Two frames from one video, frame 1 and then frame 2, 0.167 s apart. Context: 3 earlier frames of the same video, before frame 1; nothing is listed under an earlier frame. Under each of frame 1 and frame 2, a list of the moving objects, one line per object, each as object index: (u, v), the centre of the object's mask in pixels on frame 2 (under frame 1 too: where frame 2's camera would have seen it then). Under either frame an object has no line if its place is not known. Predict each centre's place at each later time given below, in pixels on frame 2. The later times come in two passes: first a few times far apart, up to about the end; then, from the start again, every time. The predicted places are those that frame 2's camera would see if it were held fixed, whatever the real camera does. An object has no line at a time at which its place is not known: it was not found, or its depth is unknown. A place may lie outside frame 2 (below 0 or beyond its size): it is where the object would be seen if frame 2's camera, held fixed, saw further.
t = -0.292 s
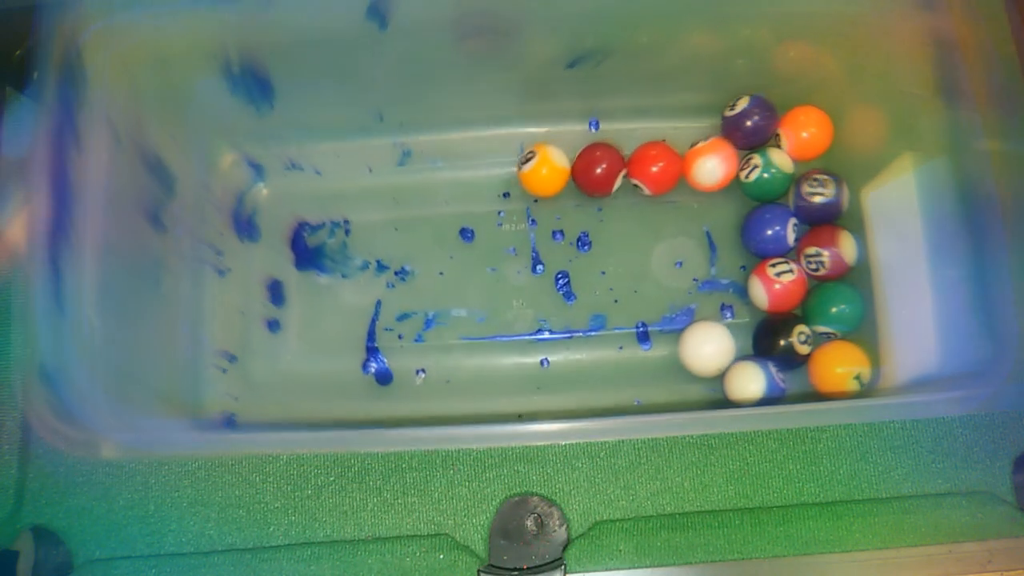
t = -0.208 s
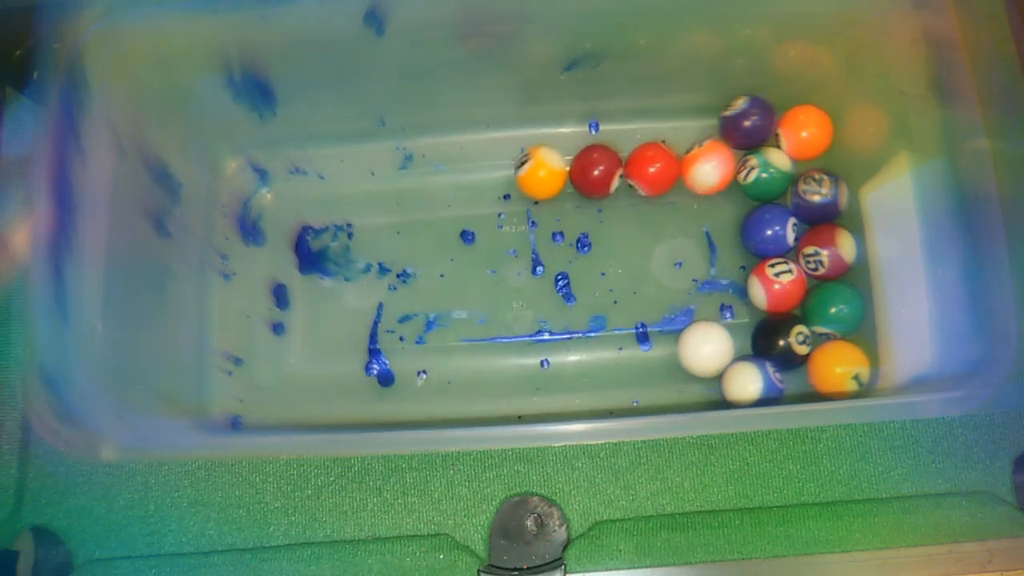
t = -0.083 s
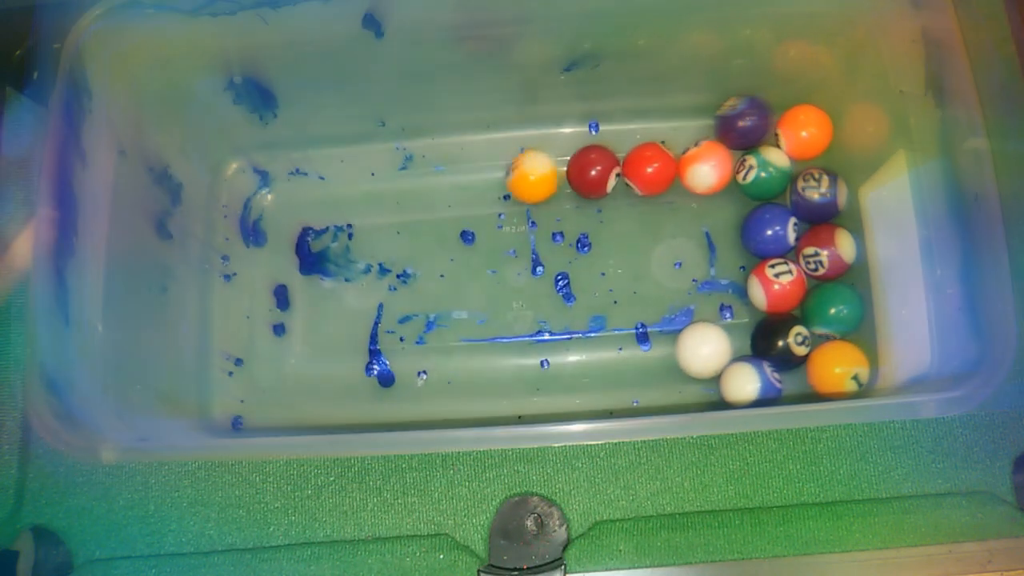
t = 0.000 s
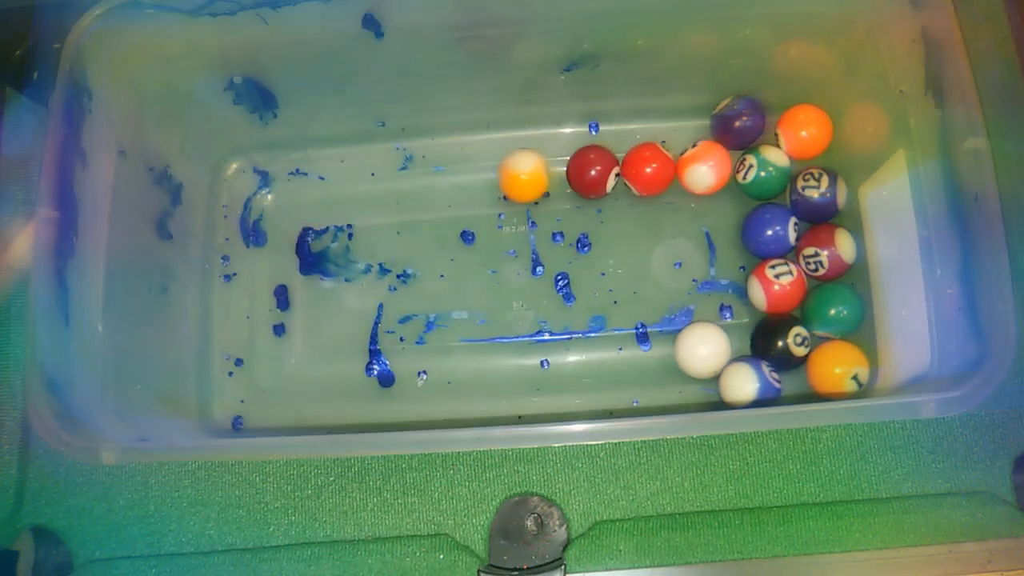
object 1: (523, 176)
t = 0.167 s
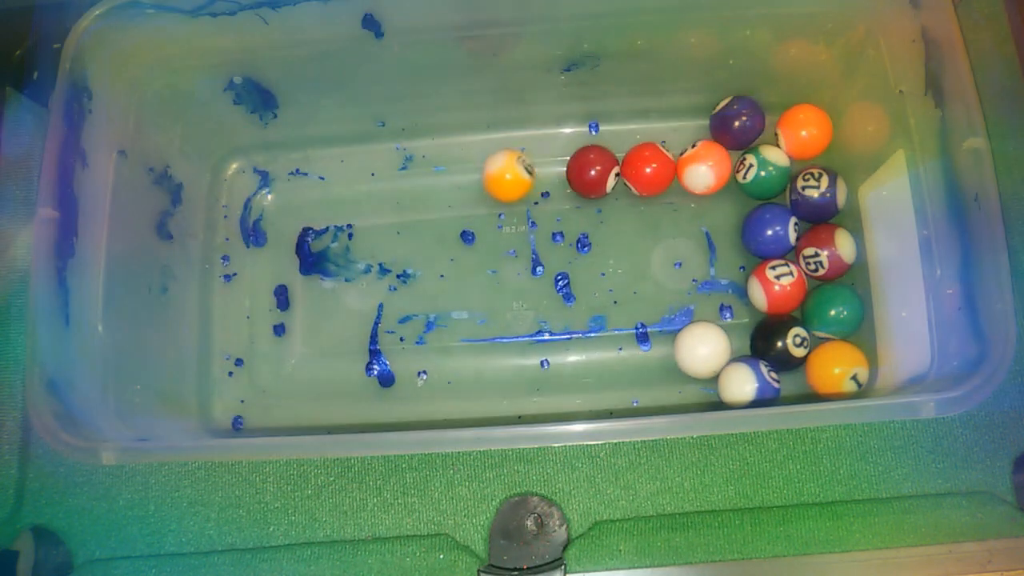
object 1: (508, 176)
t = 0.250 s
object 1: (504, 176)
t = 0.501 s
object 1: (488, 178)
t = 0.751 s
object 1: (469, 180)
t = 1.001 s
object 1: (447, 183)
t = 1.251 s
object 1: (417, 185)
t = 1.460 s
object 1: (388, 188)
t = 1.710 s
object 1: (345, 194)
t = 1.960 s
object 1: (300, 200)
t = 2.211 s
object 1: (271, 216)
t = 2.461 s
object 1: (265, 255)
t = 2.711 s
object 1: (263, 289)
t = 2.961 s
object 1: (263, 314)
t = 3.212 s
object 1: (265, 298)
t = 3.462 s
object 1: (265, 300)
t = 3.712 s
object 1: (265, 298)
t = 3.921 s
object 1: (264, 298)
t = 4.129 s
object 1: (263, 299)
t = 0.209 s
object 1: (506, 176)
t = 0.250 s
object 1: (504, 176)
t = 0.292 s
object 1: (502, 177)
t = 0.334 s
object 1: (501, 176)
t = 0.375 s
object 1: (498, 178)
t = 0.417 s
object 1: (494, 179)
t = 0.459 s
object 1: (491, 179)
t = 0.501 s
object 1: (488, 178)
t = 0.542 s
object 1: (485, 179)
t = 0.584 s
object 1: (481, 180)
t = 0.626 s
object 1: (478, 181)
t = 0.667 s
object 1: (475, 180)
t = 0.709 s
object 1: (472, 179)
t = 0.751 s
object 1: (469, 180)
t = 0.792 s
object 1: (466, 181)
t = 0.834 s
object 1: (462, 182)
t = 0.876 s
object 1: (458, 181)
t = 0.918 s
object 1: (454, 181)
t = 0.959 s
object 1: (451, 182)
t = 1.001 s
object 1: (447, 183)
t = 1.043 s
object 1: (441, 183)
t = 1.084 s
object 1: (437, 183)
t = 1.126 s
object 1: (432, 184)
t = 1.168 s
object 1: (427, 184)
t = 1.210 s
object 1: (422, 185)
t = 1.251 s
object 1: (417, 185)
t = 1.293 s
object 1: (411, 186)
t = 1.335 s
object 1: (406, 187)
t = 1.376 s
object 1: (400, 187)
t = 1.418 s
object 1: (394, 188)
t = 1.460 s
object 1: (388, 188)
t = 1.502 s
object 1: (382, 188)
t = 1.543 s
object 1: (375, 190)
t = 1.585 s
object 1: (368, 192)
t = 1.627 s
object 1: (359, 192)
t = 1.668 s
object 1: (352, 193)
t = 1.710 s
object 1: (345, 194)
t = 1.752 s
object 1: (337, 196)
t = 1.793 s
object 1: (330, 195)
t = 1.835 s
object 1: (322, 196)
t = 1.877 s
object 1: (316, 197)
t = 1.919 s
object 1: (307, 200)
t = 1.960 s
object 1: (300, 200)
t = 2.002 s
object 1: (292, 199)
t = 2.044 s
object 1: (285, 199)
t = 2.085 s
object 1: (277, 203)
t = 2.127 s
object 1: (269, 208)
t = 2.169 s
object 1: (270, 213)
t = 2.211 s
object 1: (271, 216)
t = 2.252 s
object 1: (269, 220)
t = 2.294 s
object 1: (267, 224)
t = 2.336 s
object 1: (269, 232)
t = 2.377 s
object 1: (270, 242)
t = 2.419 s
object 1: (267, 248)
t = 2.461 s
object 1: (265, 255)
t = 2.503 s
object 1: (267, 261)
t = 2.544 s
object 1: (268, 266)
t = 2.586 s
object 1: (265, 273)
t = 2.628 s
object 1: (263, 280)
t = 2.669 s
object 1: (264, 285)
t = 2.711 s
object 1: (263, 289)
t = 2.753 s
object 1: (263, 292)
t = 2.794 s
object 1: (265, 297)
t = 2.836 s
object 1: (265, 302)
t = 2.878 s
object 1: (265, 309)
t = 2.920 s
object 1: (264, 313)
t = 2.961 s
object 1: (263, 314)
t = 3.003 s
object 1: (264, 313)
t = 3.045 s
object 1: (265, 310)
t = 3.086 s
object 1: (266, 305)
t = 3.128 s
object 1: (266, 302)
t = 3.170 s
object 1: (265, 300)
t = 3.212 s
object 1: (265, 298)
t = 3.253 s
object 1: (264, 297)
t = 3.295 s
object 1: (265, 297)
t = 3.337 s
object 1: (265, 298)
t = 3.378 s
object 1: (265, 299)
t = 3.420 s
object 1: (265, 300)
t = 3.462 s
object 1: (265, 300)
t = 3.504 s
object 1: (265, 300)
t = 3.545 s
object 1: (265, 299)
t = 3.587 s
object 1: (265, 298)
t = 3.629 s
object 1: (265, 298)
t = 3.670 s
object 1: (265, 298)
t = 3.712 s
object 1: (265, 298)
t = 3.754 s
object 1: (265, 299)
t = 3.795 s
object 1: (265, 299)
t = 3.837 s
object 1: (265, 299)
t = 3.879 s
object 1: (265, 298)
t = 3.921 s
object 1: (264, 298)
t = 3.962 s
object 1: (264, 298)
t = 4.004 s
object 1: (264, 299)
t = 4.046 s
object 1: (263, 299)
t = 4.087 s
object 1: (263, 299)
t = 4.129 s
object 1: (263, 299)
